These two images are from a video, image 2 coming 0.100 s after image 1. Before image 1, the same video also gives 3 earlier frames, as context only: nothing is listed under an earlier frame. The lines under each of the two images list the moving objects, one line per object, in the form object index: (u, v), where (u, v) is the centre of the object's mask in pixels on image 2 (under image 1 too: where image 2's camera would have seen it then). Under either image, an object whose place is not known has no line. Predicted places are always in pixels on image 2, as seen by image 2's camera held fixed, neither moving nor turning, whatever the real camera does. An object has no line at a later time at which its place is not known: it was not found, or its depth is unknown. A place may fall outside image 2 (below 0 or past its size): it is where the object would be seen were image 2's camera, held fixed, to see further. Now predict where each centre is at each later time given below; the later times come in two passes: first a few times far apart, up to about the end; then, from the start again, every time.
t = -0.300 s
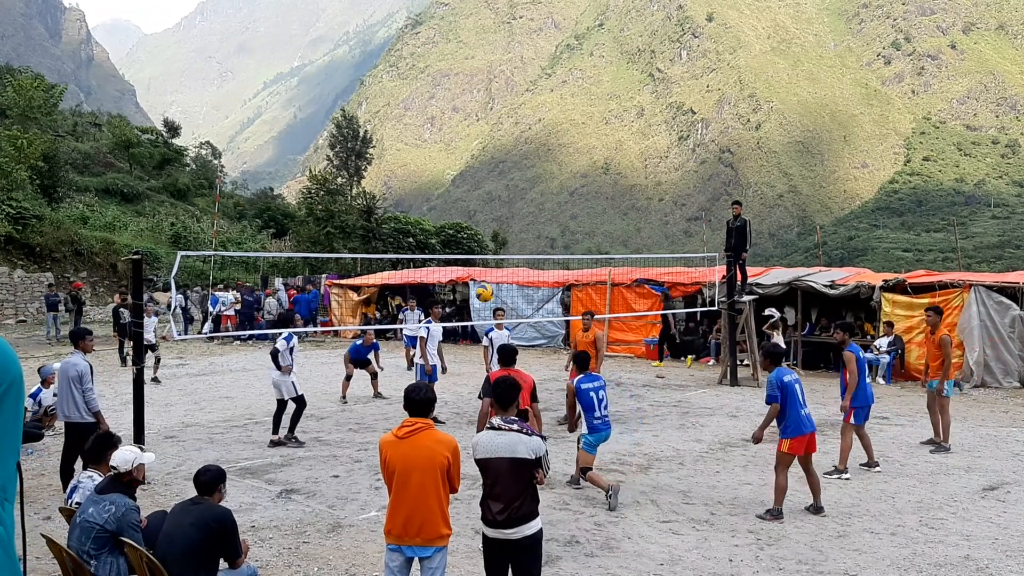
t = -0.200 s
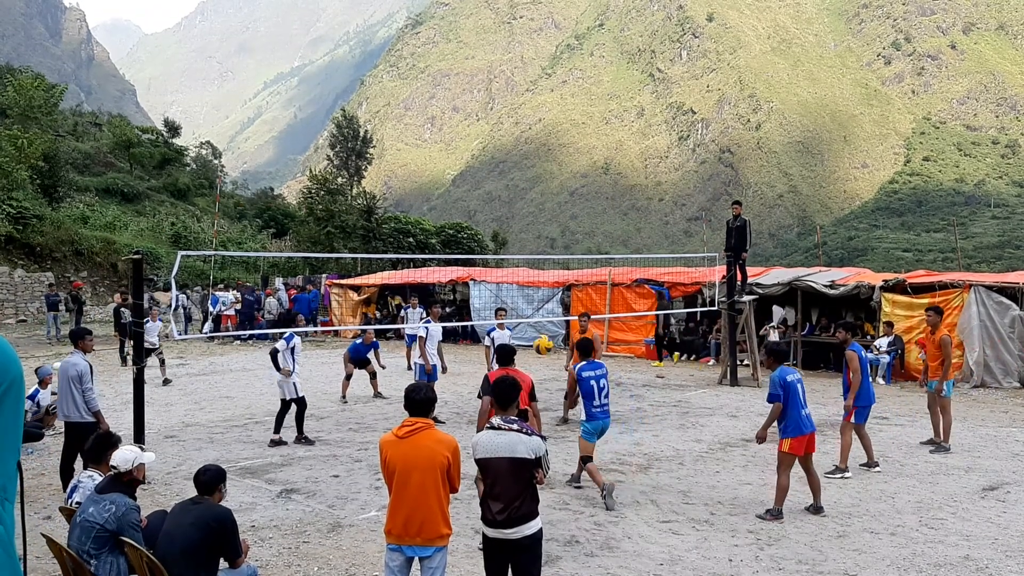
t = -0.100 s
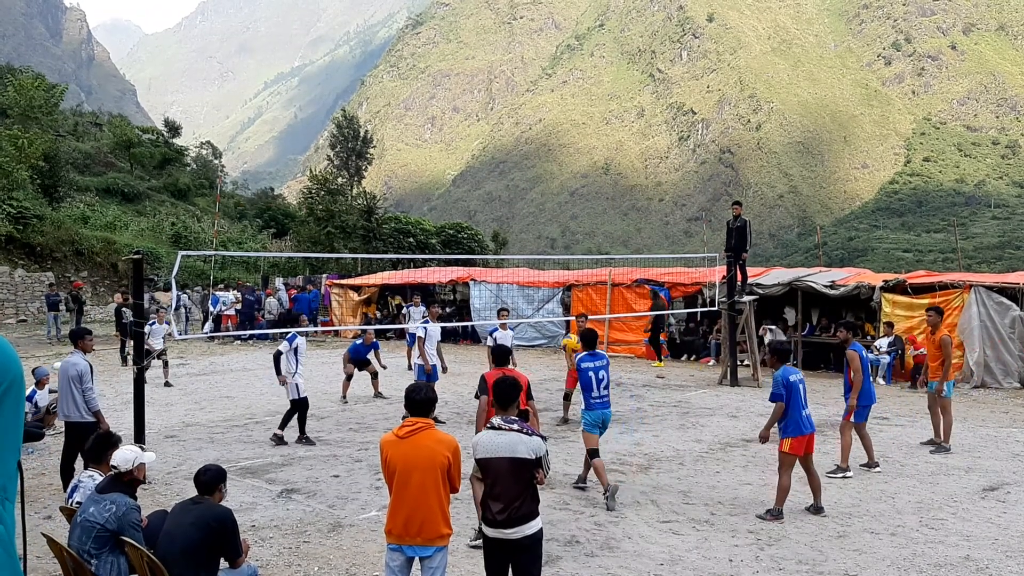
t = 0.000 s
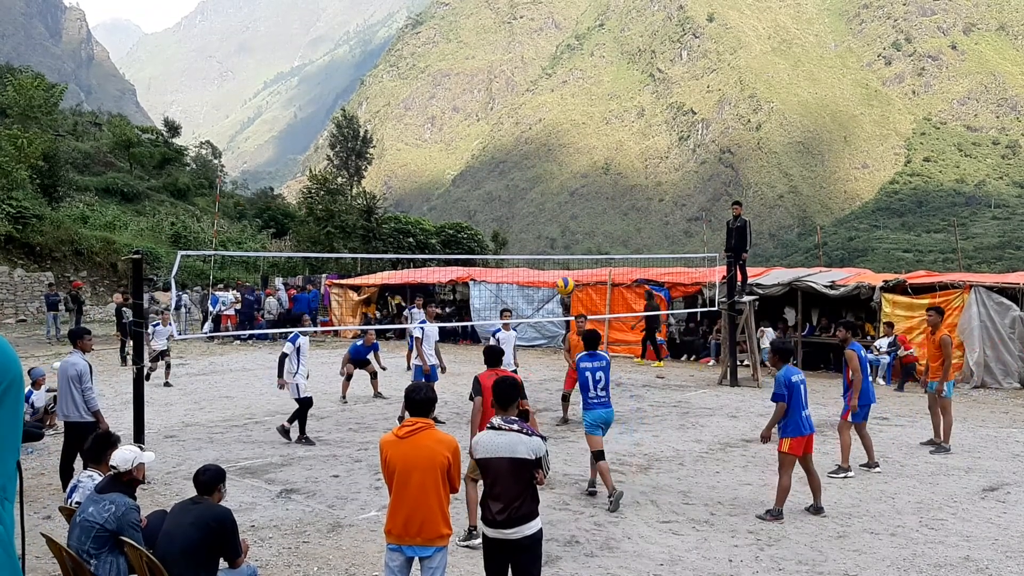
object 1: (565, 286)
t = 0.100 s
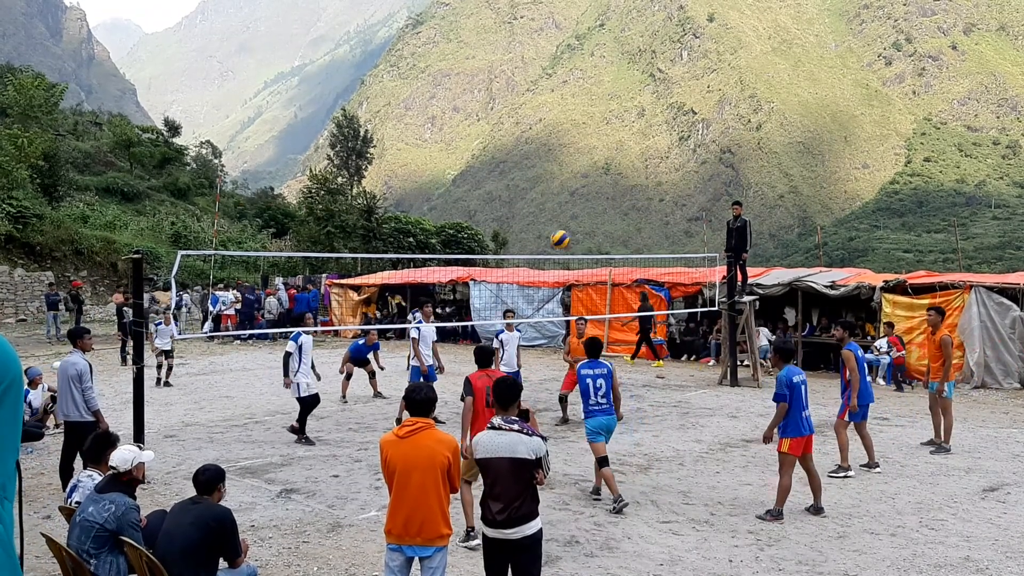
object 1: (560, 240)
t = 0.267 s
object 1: (552, 185)
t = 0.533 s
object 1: (540, 151)
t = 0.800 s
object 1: (531, 175)
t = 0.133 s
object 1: (558, 226)
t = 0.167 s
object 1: (556, 214)
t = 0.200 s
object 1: (555, 203)
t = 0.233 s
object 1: (553, 193)
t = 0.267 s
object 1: (552, 185)
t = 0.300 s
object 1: (550, 177)
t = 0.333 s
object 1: (549, 171)
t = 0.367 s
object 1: (547, 165)
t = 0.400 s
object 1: (546, 161)
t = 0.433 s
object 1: (544, 157)
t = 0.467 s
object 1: (542, 154)
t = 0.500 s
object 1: (542, 152)
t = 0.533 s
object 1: (540, 151)
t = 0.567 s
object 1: (539, 152)
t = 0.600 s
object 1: (538, 152)
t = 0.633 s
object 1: (537, 154)
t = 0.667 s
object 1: (535, 156)
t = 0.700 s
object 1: (534, 160)
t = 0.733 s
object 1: (533, 164)
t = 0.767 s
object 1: (532, 169)
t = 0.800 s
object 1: (531, 175)
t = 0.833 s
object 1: (530, 182)
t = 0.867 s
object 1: (529, 189)
